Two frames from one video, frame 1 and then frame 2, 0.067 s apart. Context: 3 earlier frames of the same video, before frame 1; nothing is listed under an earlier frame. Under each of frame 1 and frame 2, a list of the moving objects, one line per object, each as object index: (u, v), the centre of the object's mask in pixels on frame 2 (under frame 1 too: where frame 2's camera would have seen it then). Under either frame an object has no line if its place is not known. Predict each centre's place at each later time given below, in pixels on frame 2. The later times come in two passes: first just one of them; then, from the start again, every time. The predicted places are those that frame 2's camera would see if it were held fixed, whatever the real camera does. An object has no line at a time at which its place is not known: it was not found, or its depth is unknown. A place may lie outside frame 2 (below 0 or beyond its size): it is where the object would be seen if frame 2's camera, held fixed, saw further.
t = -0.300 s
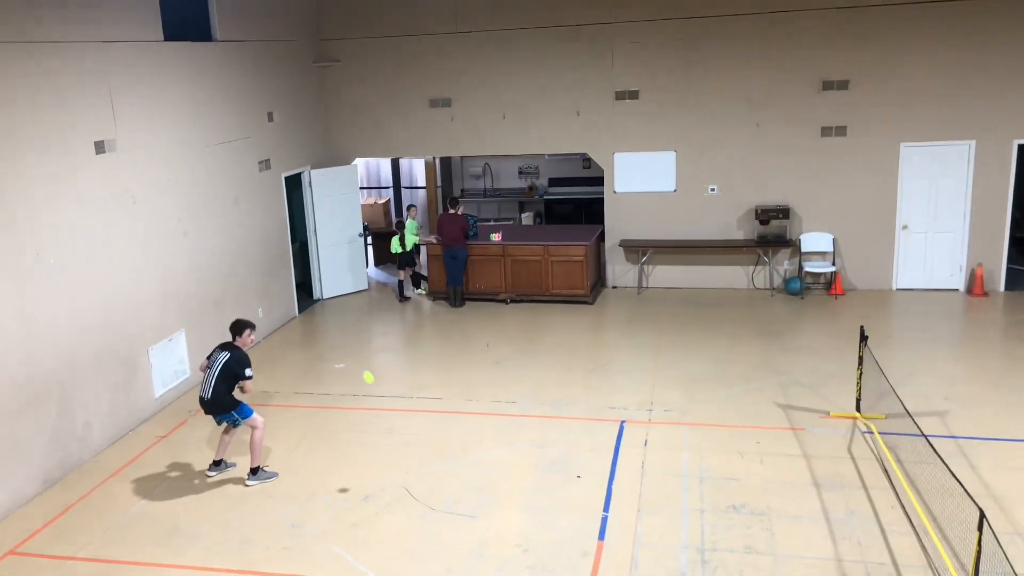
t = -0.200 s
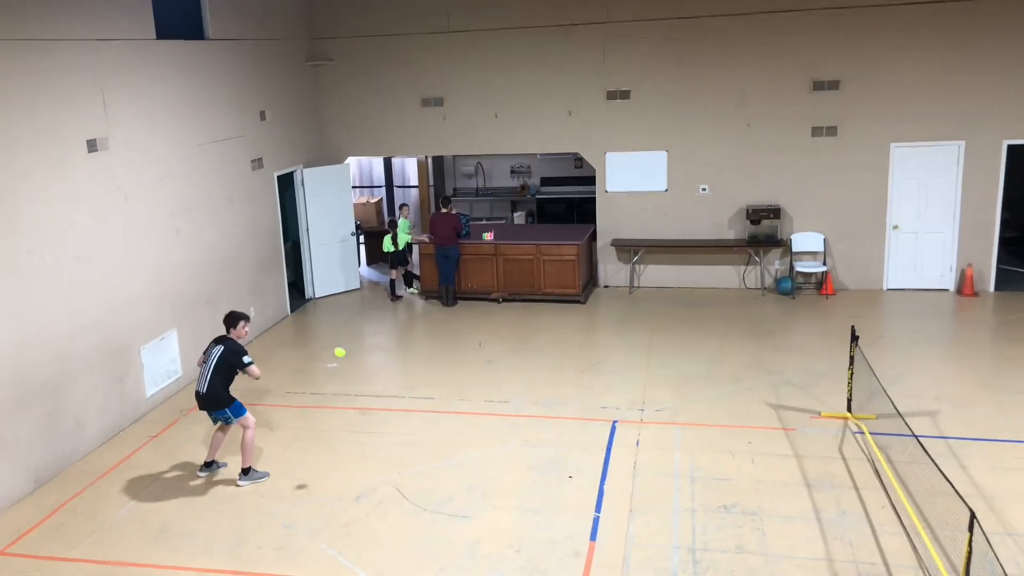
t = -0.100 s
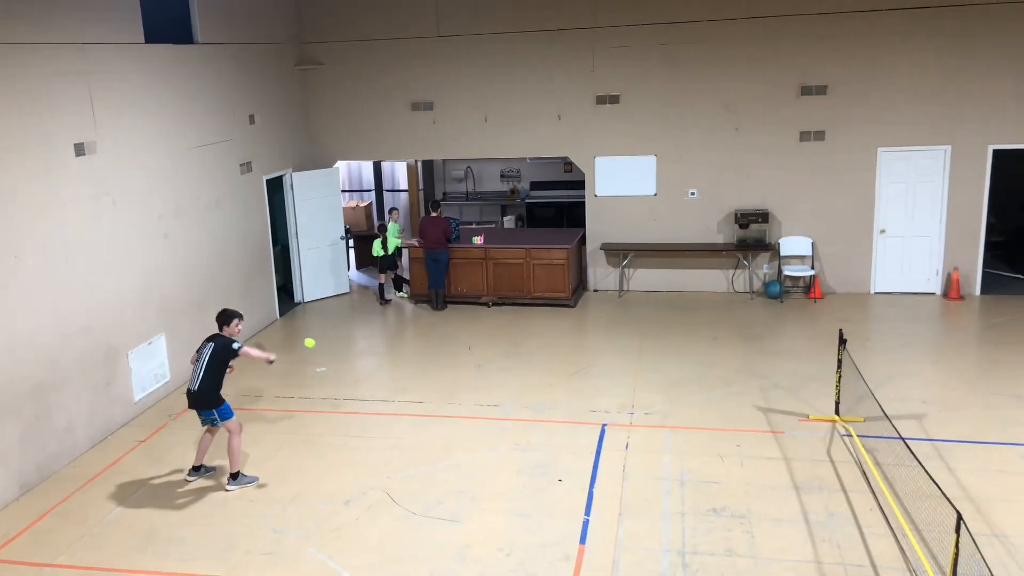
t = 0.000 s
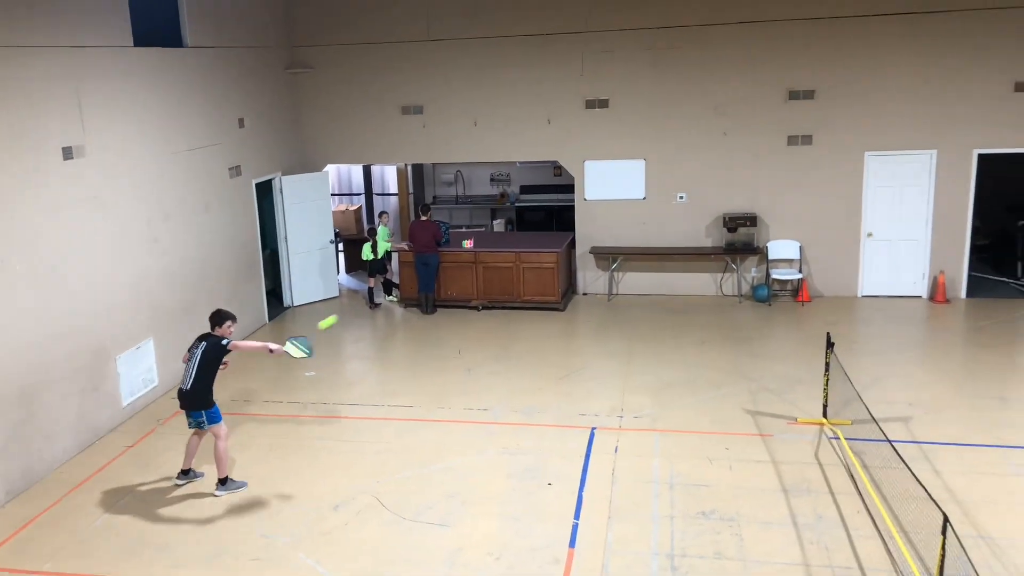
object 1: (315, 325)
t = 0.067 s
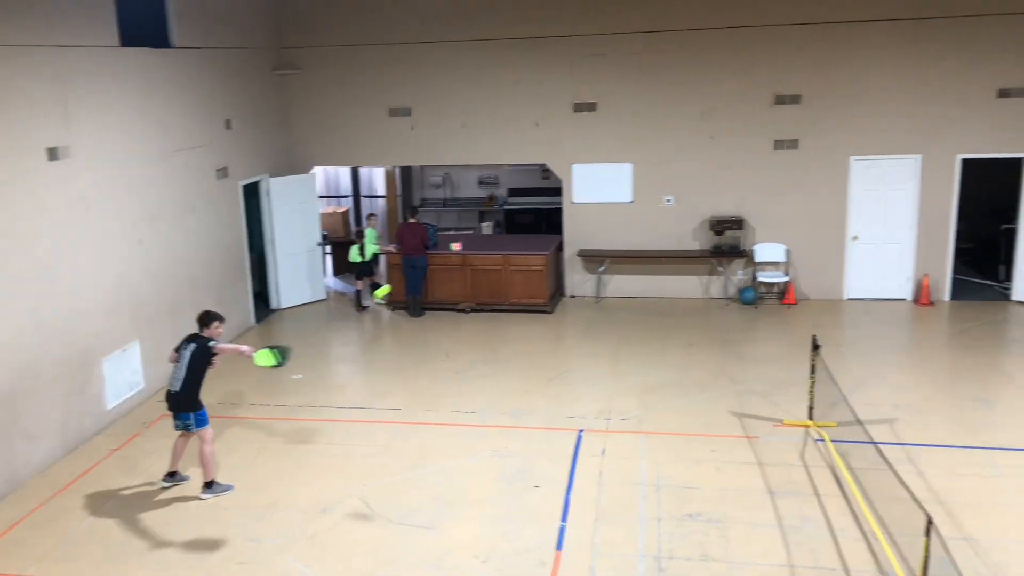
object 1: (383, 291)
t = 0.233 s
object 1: (558, 225)
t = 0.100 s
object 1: (416, 276)
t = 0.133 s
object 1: (451, 262)
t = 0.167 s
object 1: (486, 249)
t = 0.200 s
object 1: (522, 236)
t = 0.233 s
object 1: (558, 225)
